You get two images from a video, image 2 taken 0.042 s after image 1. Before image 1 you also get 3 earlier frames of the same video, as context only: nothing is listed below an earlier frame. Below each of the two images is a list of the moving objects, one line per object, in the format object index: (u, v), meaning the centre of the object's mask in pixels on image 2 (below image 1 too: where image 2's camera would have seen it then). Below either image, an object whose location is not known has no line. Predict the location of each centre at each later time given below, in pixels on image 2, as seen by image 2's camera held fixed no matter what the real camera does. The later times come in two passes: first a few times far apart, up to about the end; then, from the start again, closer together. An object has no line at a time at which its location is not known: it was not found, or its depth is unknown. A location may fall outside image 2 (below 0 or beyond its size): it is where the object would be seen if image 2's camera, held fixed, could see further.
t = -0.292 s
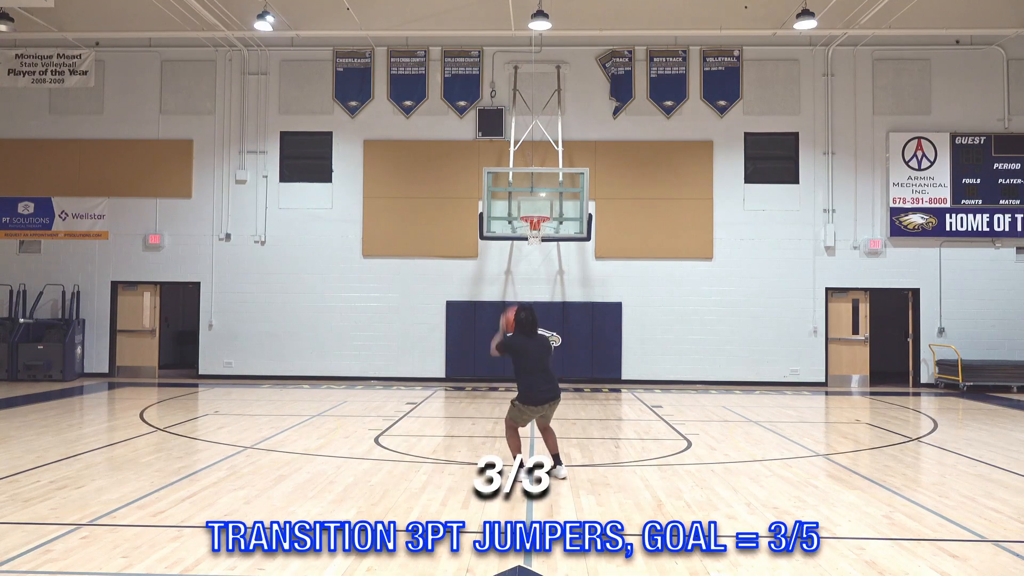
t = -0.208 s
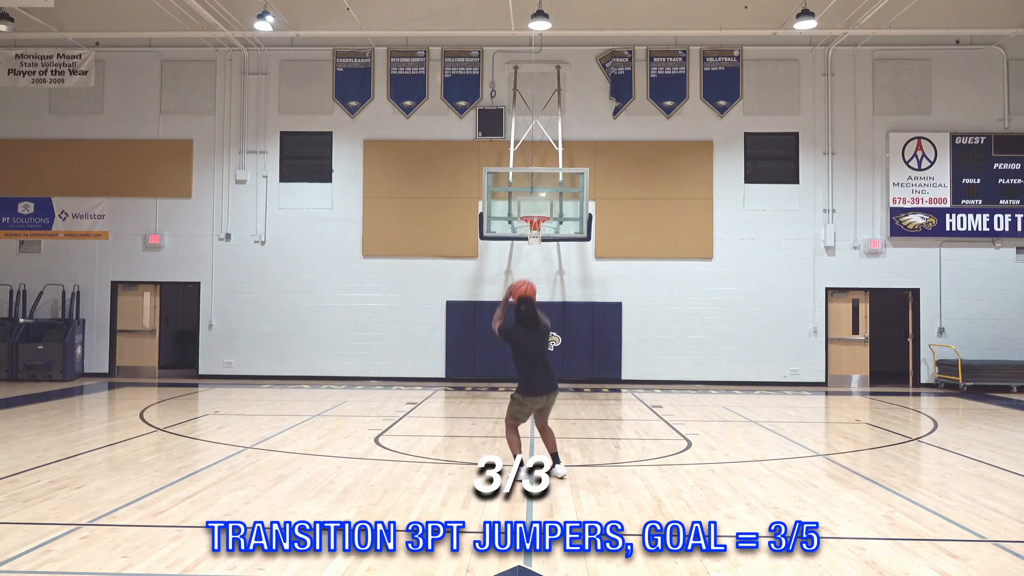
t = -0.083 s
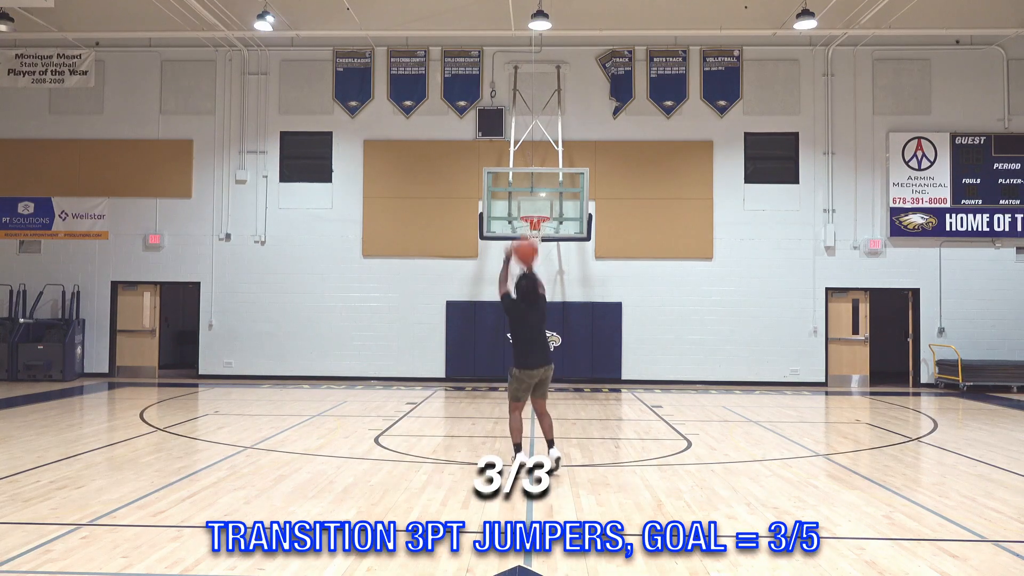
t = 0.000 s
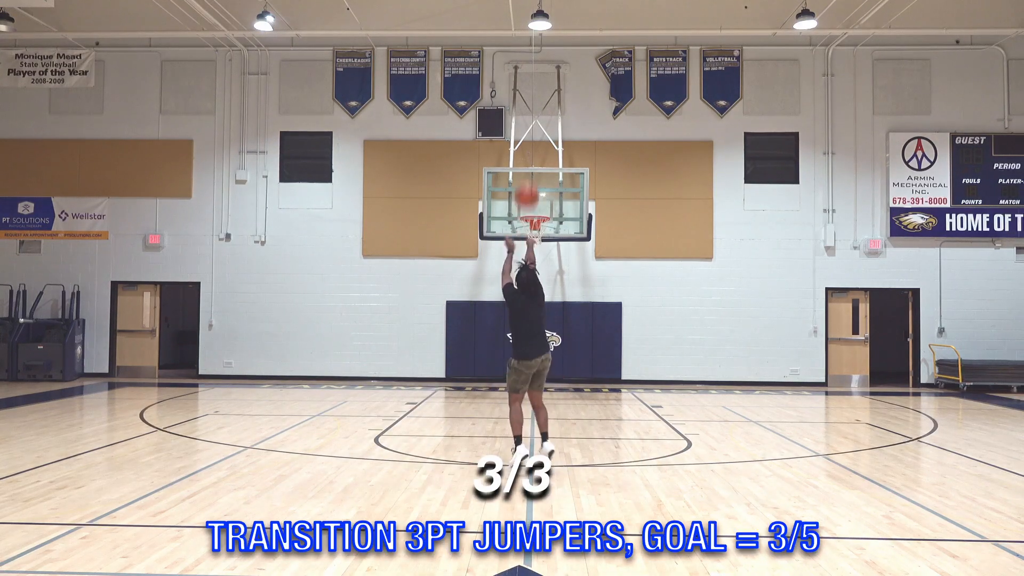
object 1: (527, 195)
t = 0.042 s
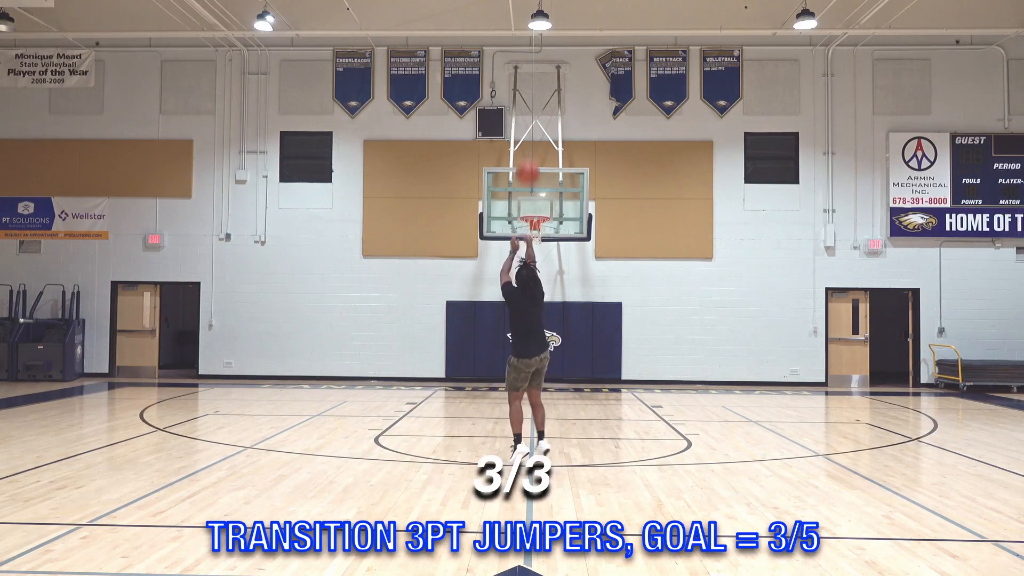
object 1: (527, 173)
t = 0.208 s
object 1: (530, 106)
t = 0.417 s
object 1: (532, 68)
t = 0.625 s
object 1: (534, 68)
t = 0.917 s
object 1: (535, 115)
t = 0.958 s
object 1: (535, 126)
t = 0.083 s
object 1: (528, 152)
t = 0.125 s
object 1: (529, 134)
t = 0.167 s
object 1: (530, 119)
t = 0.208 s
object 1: (530, 106)
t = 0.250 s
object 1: (530, 94)
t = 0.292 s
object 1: (531, 85)
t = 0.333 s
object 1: (531, 77)
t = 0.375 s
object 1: (531, 72)
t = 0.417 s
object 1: (532, 68)
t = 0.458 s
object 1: (532, 65)
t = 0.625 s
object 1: (534, 68)
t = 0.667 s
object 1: (534, 72)
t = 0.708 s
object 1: (534, 77)
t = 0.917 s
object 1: (535, 115)
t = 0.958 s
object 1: (535, 126)
